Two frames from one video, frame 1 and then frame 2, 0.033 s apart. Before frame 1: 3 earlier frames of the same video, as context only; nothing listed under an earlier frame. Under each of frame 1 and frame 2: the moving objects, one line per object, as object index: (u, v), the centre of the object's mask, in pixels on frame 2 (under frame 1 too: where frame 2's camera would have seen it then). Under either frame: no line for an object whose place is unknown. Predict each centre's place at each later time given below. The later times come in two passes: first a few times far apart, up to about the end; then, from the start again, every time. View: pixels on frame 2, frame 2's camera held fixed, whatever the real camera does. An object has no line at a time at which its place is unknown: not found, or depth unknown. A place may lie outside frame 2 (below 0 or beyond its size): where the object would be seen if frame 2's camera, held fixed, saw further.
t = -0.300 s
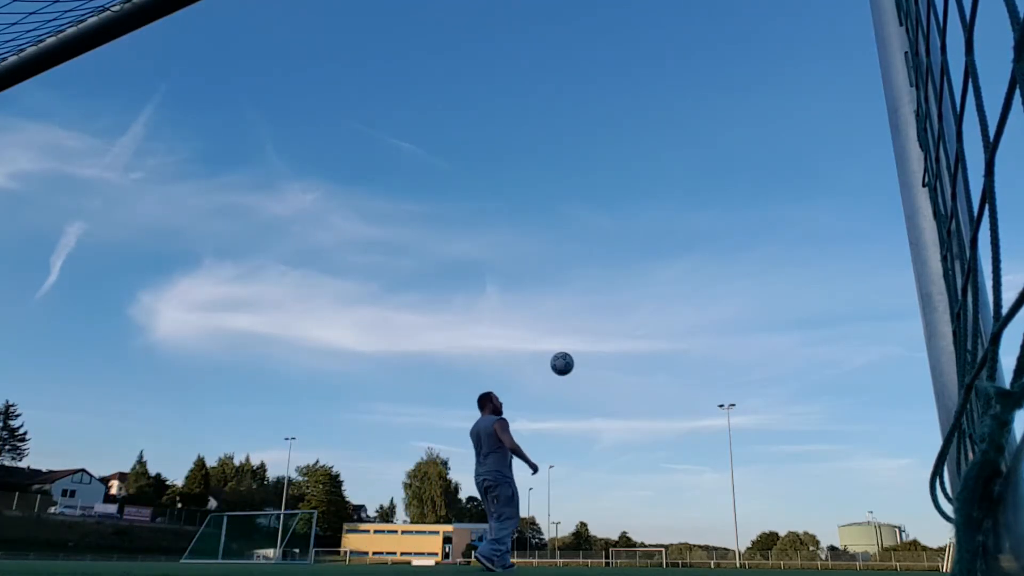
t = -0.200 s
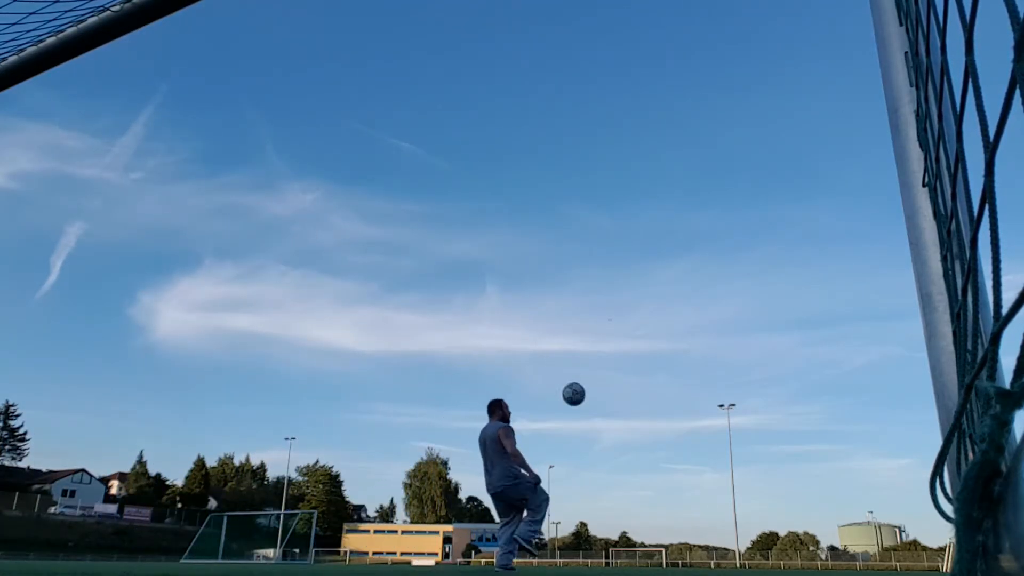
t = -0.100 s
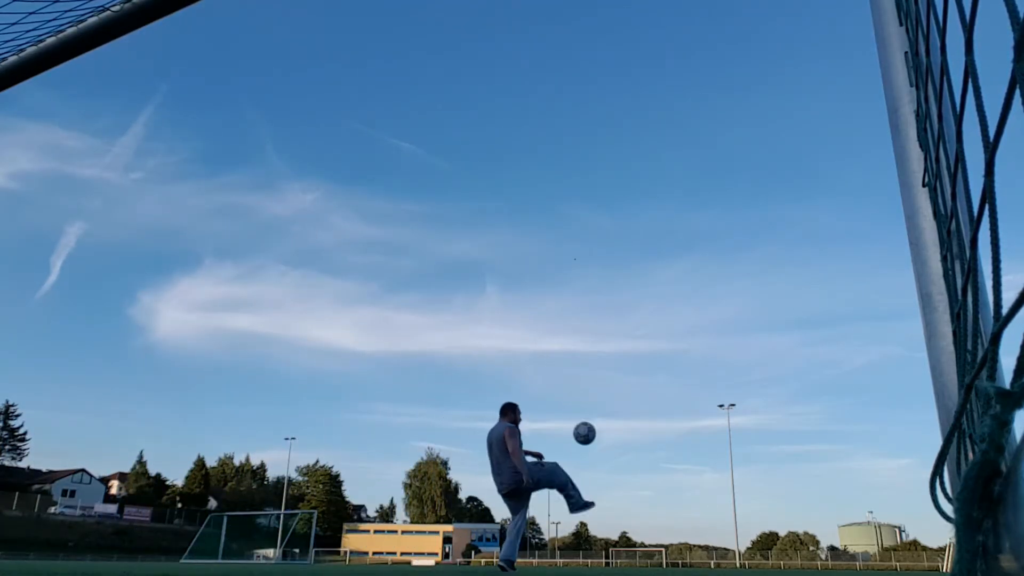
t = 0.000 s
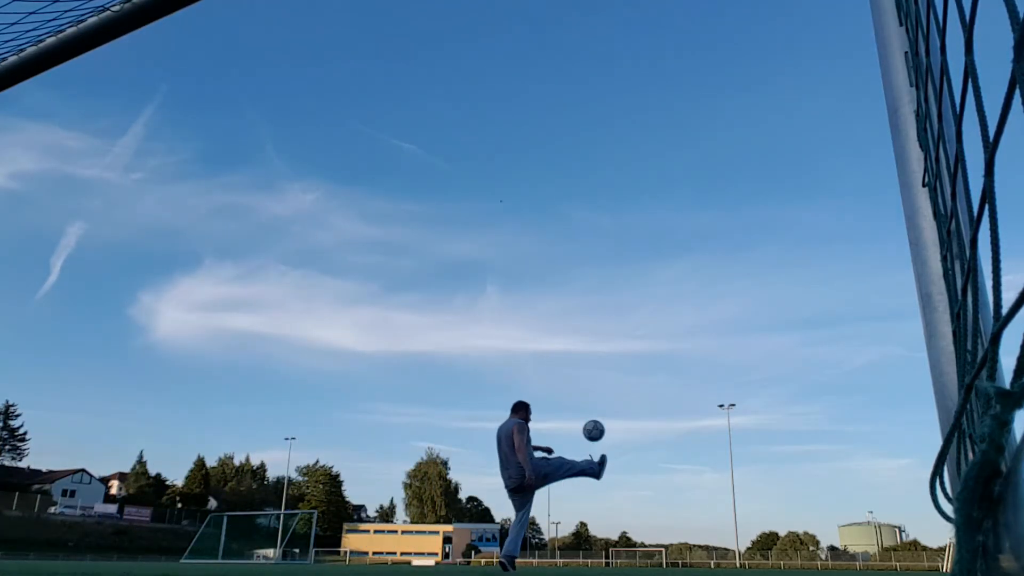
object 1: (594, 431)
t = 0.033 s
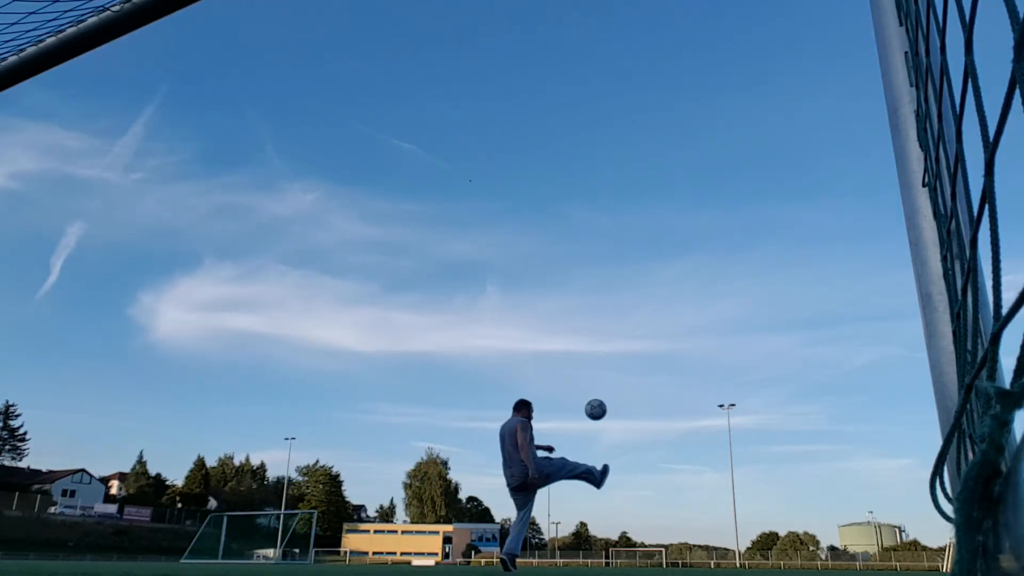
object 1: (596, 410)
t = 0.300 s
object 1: (612, 290)
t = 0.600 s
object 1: (629, 238)
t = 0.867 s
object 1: (647, 257)
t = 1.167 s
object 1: (670, 353)
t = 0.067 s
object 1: (598, 390)
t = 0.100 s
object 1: (600, 372)
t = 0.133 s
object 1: (602, 355)
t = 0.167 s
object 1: (604, 339)
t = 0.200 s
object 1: (606, 325)
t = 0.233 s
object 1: (608, 312)
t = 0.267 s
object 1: (610, 300)
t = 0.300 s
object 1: (612, 290)
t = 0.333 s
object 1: (614, 280)
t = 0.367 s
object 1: (616, 271)
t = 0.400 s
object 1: (617, 263)
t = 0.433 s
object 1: (619, 257)
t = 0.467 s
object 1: (621, 251)
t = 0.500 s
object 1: (623, 246)
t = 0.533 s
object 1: (625, 242)
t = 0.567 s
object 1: (627, 240)
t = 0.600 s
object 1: (629, 238)
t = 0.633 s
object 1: (631, 237)
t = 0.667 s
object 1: (633, 237)
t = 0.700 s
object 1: (636, 238)
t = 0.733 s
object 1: (638, 240)
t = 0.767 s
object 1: (640, 243)
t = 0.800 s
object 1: (642, 246)
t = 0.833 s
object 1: (645, 251)
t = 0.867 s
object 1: (647, 257)
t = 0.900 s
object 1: (649, 263)
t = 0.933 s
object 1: (651, 271)
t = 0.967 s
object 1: (654, 279)
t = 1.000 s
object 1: (656, 289)
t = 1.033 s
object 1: (659, 299)
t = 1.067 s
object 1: (662, 311)
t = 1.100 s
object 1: (664, 324)
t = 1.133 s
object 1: (667, 338)
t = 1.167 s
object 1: (670, 353)
